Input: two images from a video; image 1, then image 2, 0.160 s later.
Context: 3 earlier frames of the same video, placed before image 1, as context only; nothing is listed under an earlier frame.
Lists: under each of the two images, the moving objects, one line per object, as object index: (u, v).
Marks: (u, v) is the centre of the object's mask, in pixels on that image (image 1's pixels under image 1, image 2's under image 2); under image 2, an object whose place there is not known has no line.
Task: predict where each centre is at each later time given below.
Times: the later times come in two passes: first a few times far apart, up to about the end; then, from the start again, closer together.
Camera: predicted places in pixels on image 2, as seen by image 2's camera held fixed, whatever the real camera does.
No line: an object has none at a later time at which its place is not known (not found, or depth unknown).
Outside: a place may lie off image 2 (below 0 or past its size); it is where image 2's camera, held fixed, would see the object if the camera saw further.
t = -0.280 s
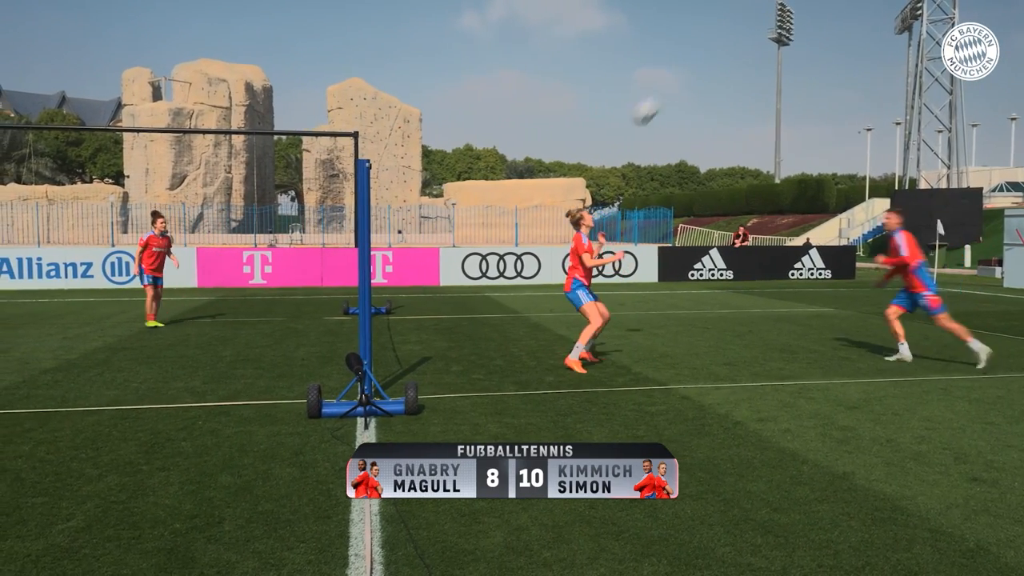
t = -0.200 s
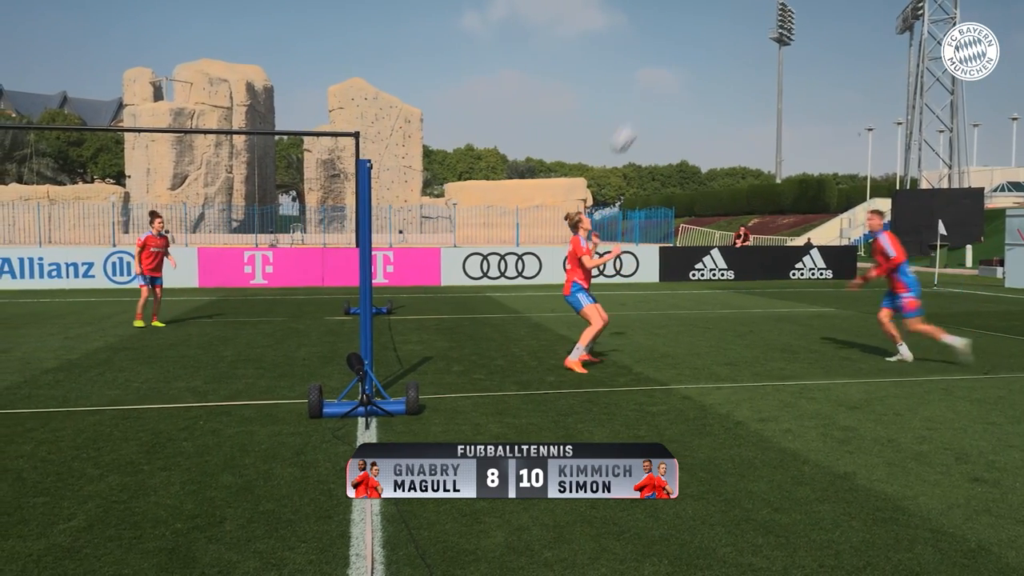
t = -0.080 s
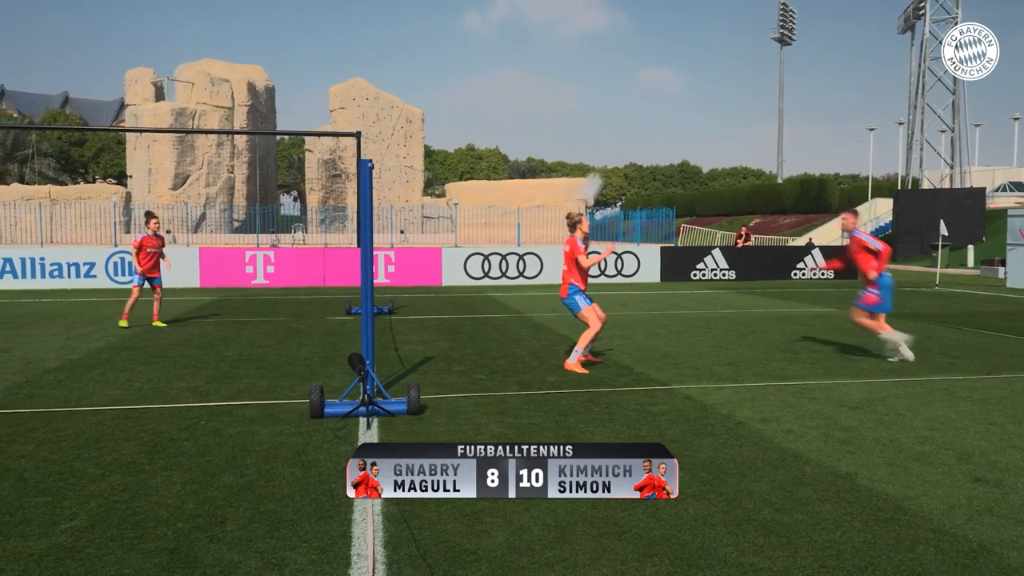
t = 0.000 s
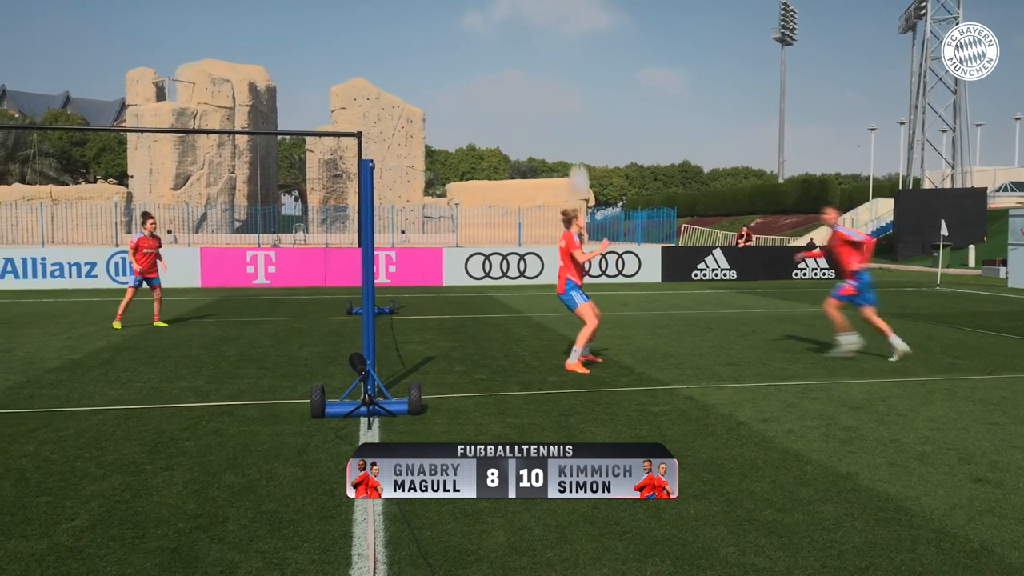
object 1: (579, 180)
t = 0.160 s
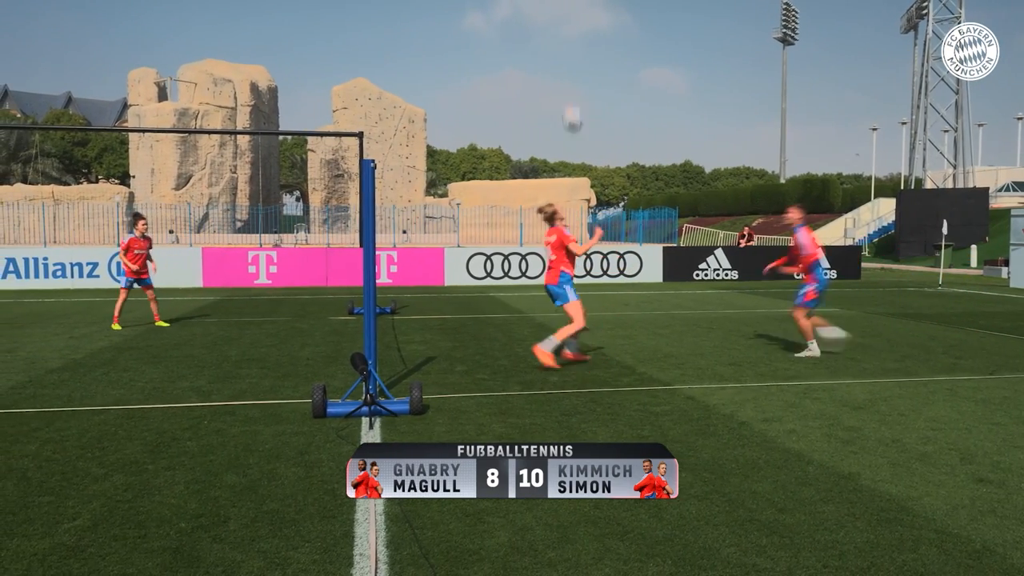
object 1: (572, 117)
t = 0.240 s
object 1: (568, 94)
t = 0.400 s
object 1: (561, 69)
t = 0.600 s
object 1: (552, 71)
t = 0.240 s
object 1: (568, 94)
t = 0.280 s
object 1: (567, 85)
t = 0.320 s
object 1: (565, 78)
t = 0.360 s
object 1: (563, 73)
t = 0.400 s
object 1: (561, 69)
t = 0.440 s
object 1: (559, 66)
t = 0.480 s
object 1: (557, 65)
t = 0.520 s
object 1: (555, 65)
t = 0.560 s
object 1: (554, 67)
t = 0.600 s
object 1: (552, 71)
